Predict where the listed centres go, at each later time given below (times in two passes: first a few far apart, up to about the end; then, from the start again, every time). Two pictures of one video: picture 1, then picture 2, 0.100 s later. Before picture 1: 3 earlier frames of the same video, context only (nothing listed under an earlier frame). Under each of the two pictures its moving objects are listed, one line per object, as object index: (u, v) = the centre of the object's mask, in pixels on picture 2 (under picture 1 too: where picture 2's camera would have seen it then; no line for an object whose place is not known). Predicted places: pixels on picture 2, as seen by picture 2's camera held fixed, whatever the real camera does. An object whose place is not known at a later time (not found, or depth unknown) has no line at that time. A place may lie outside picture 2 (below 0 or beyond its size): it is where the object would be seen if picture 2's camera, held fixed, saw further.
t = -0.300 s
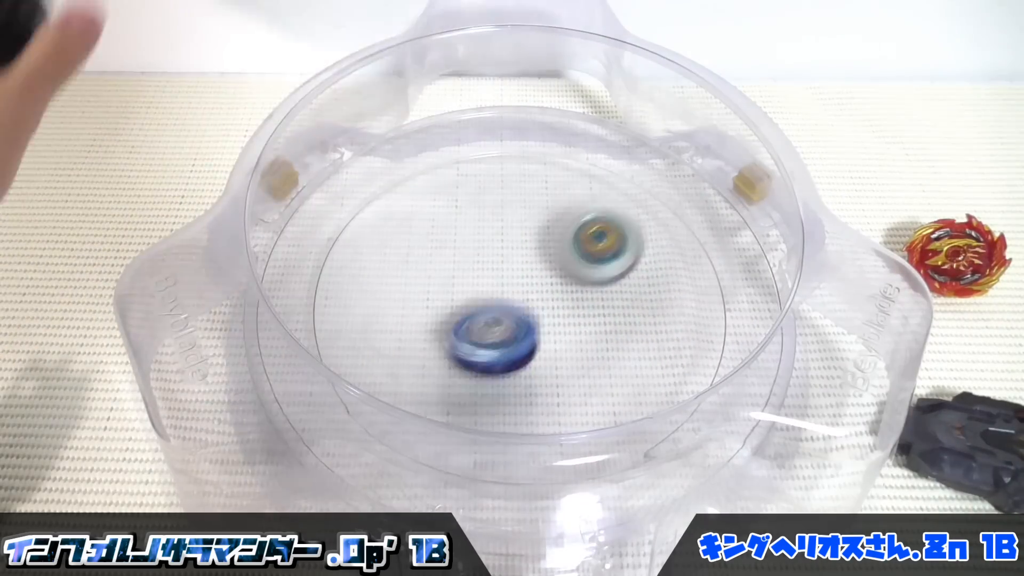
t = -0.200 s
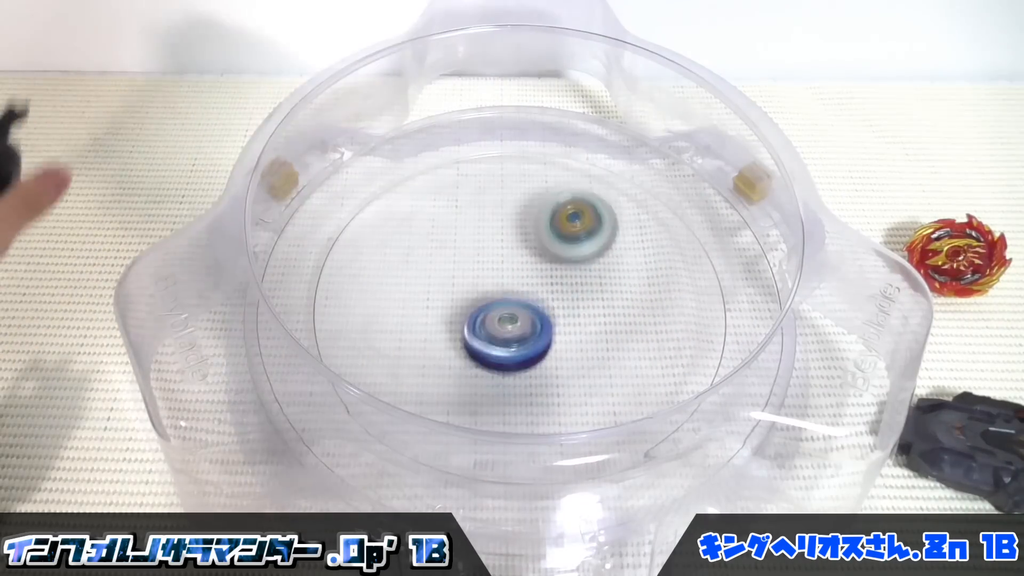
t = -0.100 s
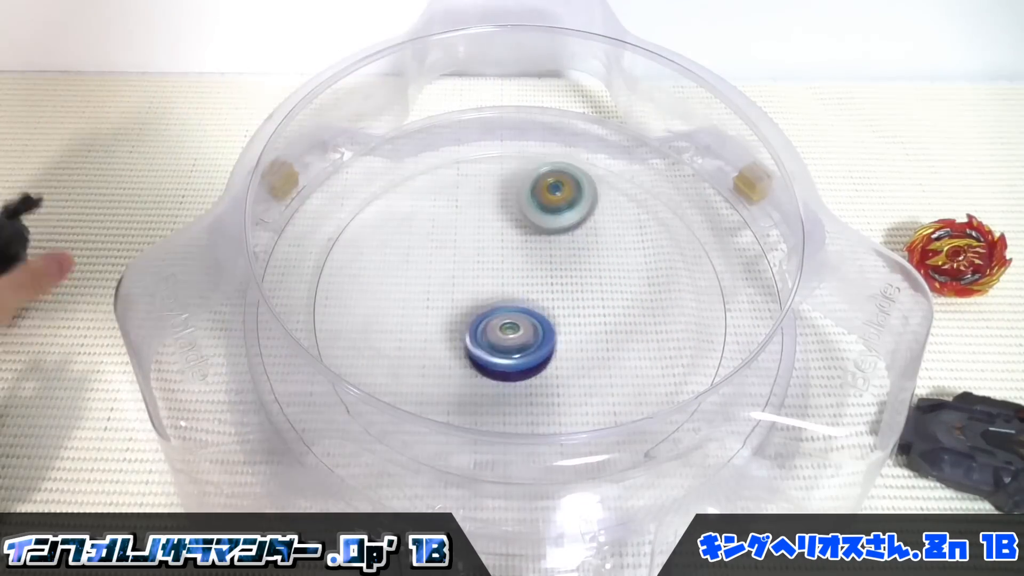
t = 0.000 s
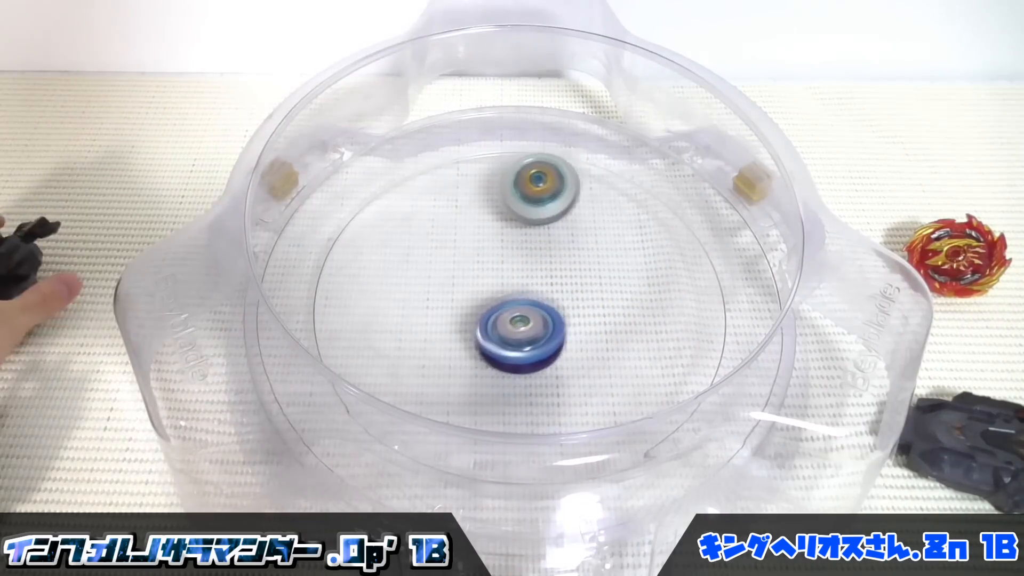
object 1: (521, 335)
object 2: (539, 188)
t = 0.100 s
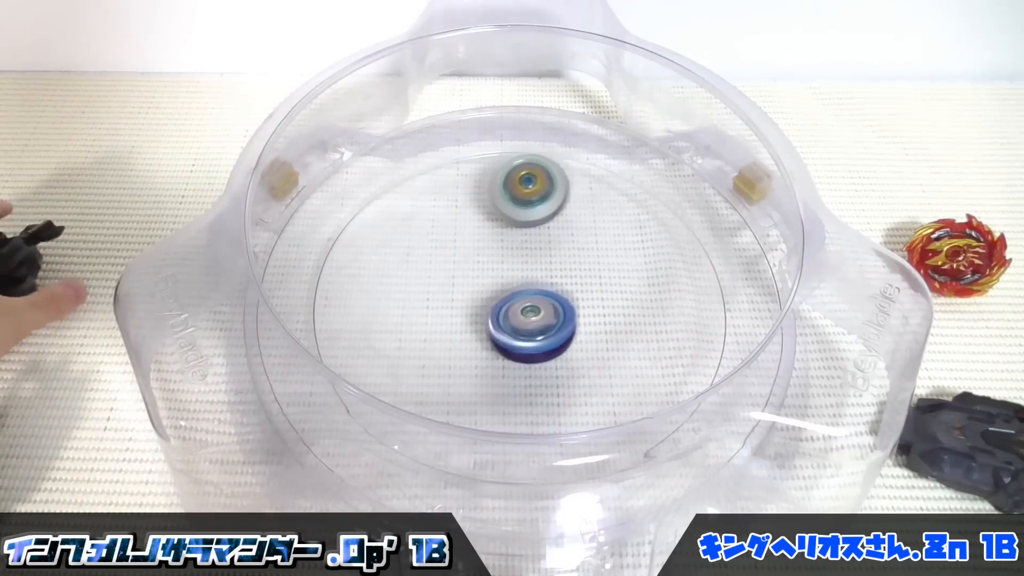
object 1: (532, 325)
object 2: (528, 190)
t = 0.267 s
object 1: (546, 309)
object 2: (512, 202)
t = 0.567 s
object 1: (564, 285)
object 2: (459, 239)
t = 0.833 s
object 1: (559, 272)
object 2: (413, 252)
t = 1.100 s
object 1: (543, 263)
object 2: (416, 248)
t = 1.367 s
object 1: (532, 260)
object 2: (428, 276)
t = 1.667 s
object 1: (514, 265)
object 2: (424, 308)
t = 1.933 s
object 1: (509, 270)
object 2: (430, 330)
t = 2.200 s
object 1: (507, 278)
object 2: (455, 350)
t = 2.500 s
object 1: (507, 291)
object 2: (496, 372)
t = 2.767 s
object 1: (508, 297)
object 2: (529, 379)
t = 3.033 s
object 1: (515, 294)
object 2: (564, 366)
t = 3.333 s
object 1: (521, 286)
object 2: (595, 336)
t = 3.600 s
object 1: (522, 278)
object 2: (614, 308)
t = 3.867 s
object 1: (512, 272)
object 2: (618, 283)
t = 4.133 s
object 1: (504, 270)
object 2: (598, 259)
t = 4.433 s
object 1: (496, 278)
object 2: (573, 232)
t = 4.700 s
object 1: (495, 289)
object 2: (545, 224)
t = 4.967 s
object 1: (500, 302)
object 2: (510, 223)
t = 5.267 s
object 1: (514, 312)
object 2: (473, 239)
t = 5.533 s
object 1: (530, 313)
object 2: (449, 259)
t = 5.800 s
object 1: (543, 306)
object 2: (440, 289)
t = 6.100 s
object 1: (548, 293)
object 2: (447, 320)
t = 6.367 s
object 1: (544, 281)
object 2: (472, 342)
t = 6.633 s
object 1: (533, 274)
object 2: (509, 355)
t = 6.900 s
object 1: (517, 272)
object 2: (547, 351)
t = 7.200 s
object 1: (501, 277)
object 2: (581, 329)
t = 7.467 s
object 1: (494, 287)
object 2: (596, 300)
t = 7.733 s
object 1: (495, 300)
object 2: (591, 269)
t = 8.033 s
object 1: (508, 309)
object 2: (567, 245)
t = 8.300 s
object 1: (524, 312)
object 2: (533, 230)
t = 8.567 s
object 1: (539, 307)
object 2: (498, 232)
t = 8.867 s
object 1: (550, 298)
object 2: (460, 251)
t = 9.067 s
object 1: (549, 290)
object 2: (445, 274)
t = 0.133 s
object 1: (534, 323)
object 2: (526, 191)
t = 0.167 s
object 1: (537, 320)
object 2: (523, 193)
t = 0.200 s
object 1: (540, 316)
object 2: (520, 196)
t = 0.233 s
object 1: (543, 313)
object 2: (517, 199)
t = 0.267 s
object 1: (546, 309)
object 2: (512, 202)
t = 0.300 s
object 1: (549, 307)
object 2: (507, 206)
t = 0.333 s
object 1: (552, 303)
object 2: (503, 210)
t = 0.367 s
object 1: (555, 301)
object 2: (497, 214)
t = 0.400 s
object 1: (557, 298)
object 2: (491, 219)
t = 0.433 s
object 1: (560, 295)
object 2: (485, 223)
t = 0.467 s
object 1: (562, 293)
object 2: (479, 227)
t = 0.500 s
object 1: (563, 290)
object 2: (473, 231)
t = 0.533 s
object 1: (564, 288)
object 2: (466, 235)
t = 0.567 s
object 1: (564, 285)
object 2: (459, 239)
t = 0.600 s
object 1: (564, 283)
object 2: (452, 242)
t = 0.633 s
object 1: (564, 281)
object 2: (446, 245)
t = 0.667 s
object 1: (564, 279)
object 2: (439, 247)
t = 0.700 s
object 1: (563, 277)
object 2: (432, 249)
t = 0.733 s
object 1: (562, 276)
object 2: (426, 250)
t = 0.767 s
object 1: (561, 274)
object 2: (421, 251)
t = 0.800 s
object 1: (560, 273)
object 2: (416, 252)
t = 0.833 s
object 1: (559, 272)
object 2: (413, 252)
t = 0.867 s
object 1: (557, 270)
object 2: (410, 251)
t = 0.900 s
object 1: (556, 269)
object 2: (408, 251)
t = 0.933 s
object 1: (554, 267)
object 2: (407, 250)
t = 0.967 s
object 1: (552, 266)
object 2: (408, 250)
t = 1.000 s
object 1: (549, 265)
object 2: (409, 249)
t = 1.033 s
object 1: (547, 264)
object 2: (411, 248)
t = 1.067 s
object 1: (545, 263)
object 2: (414, 249)
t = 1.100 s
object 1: (543, 263)
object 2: (416, 248)
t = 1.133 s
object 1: (540, 262)
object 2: (419, 249)
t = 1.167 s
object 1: (538, 262)
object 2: (422, 251)
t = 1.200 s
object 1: (536, 261)
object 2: (424, 253)
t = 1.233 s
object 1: (534, 261)
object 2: (426, 256)
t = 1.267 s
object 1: (532, 261)
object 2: (429, 261)
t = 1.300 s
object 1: (532, 261)
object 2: (430, 265)
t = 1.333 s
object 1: (532, 260)
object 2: (429, 271)
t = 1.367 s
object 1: (532, 260)
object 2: (428, 276)
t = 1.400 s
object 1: (530, 260)
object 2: (427, 281)
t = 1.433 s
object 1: (529, 260)
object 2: (426, 285)
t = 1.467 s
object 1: (527, 261)
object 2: (426, 290)
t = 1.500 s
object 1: (525, 262)
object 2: (425, 293)
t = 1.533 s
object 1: (522, 262)
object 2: (425, 297)
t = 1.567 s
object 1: (520, 263)
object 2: (425, 300)
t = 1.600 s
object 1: (518, 264)
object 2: (425, 303)
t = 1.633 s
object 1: (515, 265)
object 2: (425, 305)
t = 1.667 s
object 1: (514, 265)
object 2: (424, 308)
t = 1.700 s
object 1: (513, 266)
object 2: (424, 311)
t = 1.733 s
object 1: (512, 267)
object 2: (424, 313)
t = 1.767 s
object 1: (510, 268)
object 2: (425, 315)
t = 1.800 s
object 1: (509, 269)
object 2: (426, 318)
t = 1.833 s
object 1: (508, 270)
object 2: (427, 320)
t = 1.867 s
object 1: (509, 270)
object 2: (427, 323)
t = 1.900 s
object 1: (509, 269)
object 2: (428, 326)
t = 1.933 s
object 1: (509, 270)
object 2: (430, 330)
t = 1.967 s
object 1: (508, 270)
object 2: (432, 330)
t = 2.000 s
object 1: (508, 271)
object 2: (434, 333)
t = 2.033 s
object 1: (507, 273)
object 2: (437, 334)
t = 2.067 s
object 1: (507, 274)
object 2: (441, 336)
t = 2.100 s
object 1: (507, 275)
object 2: (445, 337)
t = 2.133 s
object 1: (507, 275)
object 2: (448, 342)
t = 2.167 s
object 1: (507, 276)
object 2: (452, 348)
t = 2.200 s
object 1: (507, 278)
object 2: (455, 350)
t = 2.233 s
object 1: (507, 280)
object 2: (459, 353)
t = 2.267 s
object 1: (507, 282)
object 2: (462, 356)
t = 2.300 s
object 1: (507, 284)
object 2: (468, 358)
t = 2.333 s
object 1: (507, 285)
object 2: (472, 360)
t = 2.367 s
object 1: (507, 287)
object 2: (477, 363)
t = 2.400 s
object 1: (507, 288)
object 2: (483, 367)
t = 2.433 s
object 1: (506, 289)
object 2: (487, 369)
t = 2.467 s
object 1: (506, 290)
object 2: (493, 372)
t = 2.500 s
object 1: (507, 291)
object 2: (496, 372)
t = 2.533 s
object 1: (507, 293)
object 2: (500, 374)
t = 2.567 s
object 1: (507, 294)
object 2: (504, 375)
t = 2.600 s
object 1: (507, 295)
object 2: (507, 376)
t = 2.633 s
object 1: (507, 296)
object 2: (512, 377)
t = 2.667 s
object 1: (508, 296)
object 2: (515, 377)
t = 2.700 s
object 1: (507, 296)
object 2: (520, 379)
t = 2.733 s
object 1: (508, 297)
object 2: (525, 380)
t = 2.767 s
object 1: (508, 297)
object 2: (529, 379)
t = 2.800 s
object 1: (509, 297)
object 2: (532, 378)
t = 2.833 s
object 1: (510, 297)
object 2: (536, 377)
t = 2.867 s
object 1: (511, 297)
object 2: (540, 376)
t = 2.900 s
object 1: (513, 298)
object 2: (543, 374)
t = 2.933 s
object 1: (513, 297)
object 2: (548, 372)
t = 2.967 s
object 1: (513, 296)
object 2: (554, 371)
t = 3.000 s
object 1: (514, 295)
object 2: (558, 369)
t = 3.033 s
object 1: (515, 294)
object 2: (564, 366)
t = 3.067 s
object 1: (516, 294)
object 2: (567, 364)
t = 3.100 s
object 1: (517, 293)
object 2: (570, 362)
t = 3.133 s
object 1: (519, 293)
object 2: (573, 358)
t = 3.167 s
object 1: (519, 291)
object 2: (578, 355)
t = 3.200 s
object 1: (519, 290)
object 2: (582, 351)
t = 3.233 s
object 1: (519, 289)
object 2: (585, 349)
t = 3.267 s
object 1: (520, 288)
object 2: (589, 345)
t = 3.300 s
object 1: (521, 287)
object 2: (592, 341)
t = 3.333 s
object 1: (521, 286)
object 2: (595, 336)
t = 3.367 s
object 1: (522, 285)
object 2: (598, 334)
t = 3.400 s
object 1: (523, 284)
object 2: (600, 329)
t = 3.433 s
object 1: (523, 283)
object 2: (603, 326)
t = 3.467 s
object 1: (522, 282)
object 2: (606, 322)
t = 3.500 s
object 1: (522, 281)
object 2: (609, 319)
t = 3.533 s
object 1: (522, 280)
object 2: (611, 314)
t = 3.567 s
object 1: (522, 279)
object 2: (613, 311)
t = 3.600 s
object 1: (522, 278)
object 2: (614, 308)
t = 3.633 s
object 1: (522, 277)
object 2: (614, 304)
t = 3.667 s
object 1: (522, 277)
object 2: (617, 302)
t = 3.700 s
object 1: (522, 276)
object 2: (613, 297)
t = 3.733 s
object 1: (521, 275)
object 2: (615, 296)
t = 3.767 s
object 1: (516, 274)
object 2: (616, 292)
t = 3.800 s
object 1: (514, 273)
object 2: (618, 290)
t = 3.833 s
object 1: (513, 273)
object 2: (618, 286)
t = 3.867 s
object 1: (512, 272)
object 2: (618, 283)
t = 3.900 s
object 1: (511, 271)
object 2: (617, 280)
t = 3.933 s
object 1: (510, 271)
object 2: (615, 277)
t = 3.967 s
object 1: (509, 271)
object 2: (614, 275)
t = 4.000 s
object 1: (508, 270)
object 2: (612, 272)
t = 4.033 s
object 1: (507, 270)
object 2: (608, 269)
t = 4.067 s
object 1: (506, 270)
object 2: (605, 265)
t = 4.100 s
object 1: (505, 270)
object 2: (603, 262)
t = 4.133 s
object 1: (504, 270)
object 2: (598, 259)
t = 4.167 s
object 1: (503, 270)
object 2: (597, 256)
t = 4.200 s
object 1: (501, 271)
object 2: (593, 250)
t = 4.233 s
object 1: (501, 272)
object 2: (591, 247)
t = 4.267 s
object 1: (500, 273)
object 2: (588, 243)
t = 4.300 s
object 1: (499, 274)
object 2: (586, 241)
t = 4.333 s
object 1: (498, 274)
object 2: (581, 237)
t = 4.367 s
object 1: (498, 276)
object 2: (577, 235)
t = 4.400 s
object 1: (497, 277)
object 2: (575, 233)
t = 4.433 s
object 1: (496, 278)
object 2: (573, 232)
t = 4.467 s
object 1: (496, 279)
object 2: (570, 230)
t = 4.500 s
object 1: (495, 281)
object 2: (567, 229)
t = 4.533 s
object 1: (495, 282)
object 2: (563, 227)
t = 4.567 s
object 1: (495, 283)
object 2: (559, 227)
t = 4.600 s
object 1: (495, 285)
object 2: (556, 226)
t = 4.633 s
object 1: (495, 286)
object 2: (553, 225)
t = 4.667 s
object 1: (495, 288)
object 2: (549, 224)
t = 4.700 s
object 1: (495, 289)
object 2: (545, 224)
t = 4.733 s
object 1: (496, 291)
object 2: (540, 223)
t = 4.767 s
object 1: (496, 293)
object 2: (536, 222)
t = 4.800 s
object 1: (496, 294)
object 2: (531, 222)
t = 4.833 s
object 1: (497, 296)
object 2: (527, 221)
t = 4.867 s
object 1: (498, 297)
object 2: (523, 221)
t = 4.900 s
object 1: (499, 299)
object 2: (519, 221)
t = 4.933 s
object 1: (499, 301)
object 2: (515, 222)
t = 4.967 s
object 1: (500, 302)
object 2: (510, 223)
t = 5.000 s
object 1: (501, 304)
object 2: (506, 224)
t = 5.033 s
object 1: (503, 306)
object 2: (502, 226)
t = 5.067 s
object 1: (504, 306)
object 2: (498, 227)
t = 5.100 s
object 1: (506, 308)
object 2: (494, 229)
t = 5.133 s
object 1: (507, 309)
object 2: (489, 231)
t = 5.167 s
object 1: (509, 310)
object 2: (485, 232)
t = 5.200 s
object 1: (510, 311)
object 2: (481, 234)
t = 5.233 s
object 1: (512, 312)
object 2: (477, 237)
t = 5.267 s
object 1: (514, 312)
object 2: (473, 239)
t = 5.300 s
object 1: (515, 313)
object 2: (469, 241)
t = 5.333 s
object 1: (518, 313)
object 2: (466, 242)
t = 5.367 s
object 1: (520, 314)
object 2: (462, 245)
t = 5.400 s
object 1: (522, 314)
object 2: (459, 247)
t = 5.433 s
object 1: (524, 314)
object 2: (456, 250)
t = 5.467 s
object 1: (526, 314)
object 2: (453, 253)
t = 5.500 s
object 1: (528, 314)
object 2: (451, 256)
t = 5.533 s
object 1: (530, 313)
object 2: (449, 259)
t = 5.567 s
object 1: (532, 313)
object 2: (447, 264)
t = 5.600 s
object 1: (534, 312)
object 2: (446, 267)
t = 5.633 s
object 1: (536, 311)
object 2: (444, 271)
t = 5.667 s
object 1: (537, 310)
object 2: (443, 275)
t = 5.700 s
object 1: (539, 309)
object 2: (442, 279)
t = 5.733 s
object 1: (540, 309)
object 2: (441, 282)
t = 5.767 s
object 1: (542, 307)
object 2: (441, 286)
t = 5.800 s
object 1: (543, 306)
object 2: (440, 289)
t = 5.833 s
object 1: (544, 305)
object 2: (440, 292)
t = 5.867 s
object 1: (545, 303)
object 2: (440, 296)
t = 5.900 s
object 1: (546, 302)
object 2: (441, 300)
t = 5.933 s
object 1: (547, 300)
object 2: (441, 303)
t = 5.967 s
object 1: (548, 299)
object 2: (442, 307)
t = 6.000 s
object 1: (548, 297)
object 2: (443, 310)
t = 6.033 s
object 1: (549, 296)
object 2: (444, 313)
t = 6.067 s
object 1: (549, 294)
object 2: (446, 317)
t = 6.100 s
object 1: (548, 293)
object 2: (447, 320)
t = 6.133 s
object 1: (548, 292)
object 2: (450, 324)
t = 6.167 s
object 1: (548, 290)
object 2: (453, 327)
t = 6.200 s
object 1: (547, 289)
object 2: (455, 329)
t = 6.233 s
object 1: (547, 288)
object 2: (458, 331)
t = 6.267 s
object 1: (546, 286)
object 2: (461, 333)
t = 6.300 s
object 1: (546, 284)
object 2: (464, 336)
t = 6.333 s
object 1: (545, 282)
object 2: (468, 339)
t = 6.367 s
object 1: (544, 281)
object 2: (472, 342)
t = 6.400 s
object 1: (543, 280)
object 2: (476, 345)
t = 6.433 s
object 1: (542, 278)
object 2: (480, 347)
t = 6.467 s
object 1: (541, 277)
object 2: (487, 351)
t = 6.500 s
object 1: (540, 276)
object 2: (491, 351)
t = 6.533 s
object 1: (538, 276)
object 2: (496, 352)
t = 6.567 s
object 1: (536, 275)
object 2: (500, 352)
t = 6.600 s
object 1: (535, 274)
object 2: (504, 354)
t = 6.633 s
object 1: (533, 274)
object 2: (509, 355)
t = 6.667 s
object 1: (531, 273)
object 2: (513, 355)
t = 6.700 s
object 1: (529, 273)
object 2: (519, 355)
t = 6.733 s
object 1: (528, 272)
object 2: (523, 355)
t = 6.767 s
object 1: (526, 272)
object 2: (529, 355)
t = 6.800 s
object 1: (524, 272)
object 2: (534, 354)
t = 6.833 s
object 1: (521, 272)
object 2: (538, 353)
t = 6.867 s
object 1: (519, 272)
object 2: (543, 353)
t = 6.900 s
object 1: (517, 272)
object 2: (547, 351)
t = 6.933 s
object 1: (515, 272)
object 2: (552, 350)
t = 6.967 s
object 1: (513, 272)
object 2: (555, 348)
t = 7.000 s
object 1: (511, 272)
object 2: (560, 347)
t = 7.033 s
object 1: (509, 273)
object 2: (564, 344)
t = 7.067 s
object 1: (508, 273)
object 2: (567, 342)
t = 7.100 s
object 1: (506, 274)
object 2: (571, 339)
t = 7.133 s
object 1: (504, 275)
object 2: (575, 336)
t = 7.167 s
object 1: (503, 276)
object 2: (578, 333)
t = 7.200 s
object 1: (501, 277)
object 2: (581, 329)
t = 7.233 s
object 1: (500, 278)
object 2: (583, 326)
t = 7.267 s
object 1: (498, 279)
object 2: (585, 321)
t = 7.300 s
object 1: (497, 280)
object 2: (590, 319)
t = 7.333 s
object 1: (496, 281)
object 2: (590, 314)
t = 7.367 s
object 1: (495, 283)
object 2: (593, 311)
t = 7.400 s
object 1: (495, 284)
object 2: (593, 306)
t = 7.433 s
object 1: (494, 286)
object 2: (594, 303)
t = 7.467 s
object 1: (494, 287)
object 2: (596, 300)
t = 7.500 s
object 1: (494, 289)
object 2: (596, 297)
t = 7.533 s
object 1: (493, 290)
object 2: (596, 292)
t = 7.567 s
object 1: (493, 292)
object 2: (594, 288)
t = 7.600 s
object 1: (494, 294)
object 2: (595, 285)
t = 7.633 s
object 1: (494, 295)
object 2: (594, 281)
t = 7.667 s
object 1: (494, 297)
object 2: (594, 276)
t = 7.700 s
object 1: (495, 298)
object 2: (593, 273)
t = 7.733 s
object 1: (495, 300)
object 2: (591, 269)
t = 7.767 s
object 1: (497, 301)
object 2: (590, 266)
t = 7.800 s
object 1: (498, 302)
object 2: (588, 263)
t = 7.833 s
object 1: (499, 304)
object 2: (586, 259)
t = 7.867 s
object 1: (500, 305)
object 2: (583, 257)
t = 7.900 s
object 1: (502, 306)
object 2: (580, 254)
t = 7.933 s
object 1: (503, 307)
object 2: (578, 252)
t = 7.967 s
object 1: (505, 308)
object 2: (576, 250)
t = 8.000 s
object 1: (507, 308)
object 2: (571, 247)
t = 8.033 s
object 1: (508, 309)
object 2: (567, 245)
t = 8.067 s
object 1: (510, 310)
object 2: (564, 242)
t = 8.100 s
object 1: (513, 310)
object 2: (562, 241)
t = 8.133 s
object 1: (514, 311)
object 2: (556, 237)
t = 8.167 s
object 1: (517, 311)
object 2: (553, 236)
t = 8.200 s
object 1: (519, 312)
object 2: (547, 234)
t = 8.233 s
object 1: (520, 312)
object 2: (542, 233)
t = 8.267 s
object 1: (523, 312)
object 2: (538, 231)
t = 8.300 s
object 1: (524, 312)
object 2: (533, 230)
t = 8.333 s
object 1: (526, 312)
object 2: (529, 229)
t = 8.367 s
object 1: (528, 311)
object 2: (524, 229)
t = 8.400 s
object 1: (530, 310)
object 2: (520, 229)
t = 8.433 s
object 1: (532, 310)
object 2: (516, 229)
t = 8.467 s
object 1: (533, 309)
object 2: (511, 230)
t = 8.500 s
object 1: (536, 309)
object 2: (507, 230)
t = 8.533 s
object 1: (537, 308)
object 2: (502, 230)
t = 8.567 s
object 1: (539, 307)
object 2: (498, 232)
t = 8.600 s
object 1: (540, 306)
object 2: (493, 233)
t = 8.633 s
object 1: (541, 305)
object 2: (489, 235)
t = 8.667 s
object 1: (542, 304)
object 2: (485, 237)
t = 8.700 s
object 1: (544, 303)
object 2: (481, 239)
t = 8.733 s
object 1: (546, 302)
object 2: (476, 242)
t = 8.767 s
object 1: (547, 301)
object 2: (472, 244)
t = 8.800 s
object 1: (548, 300)
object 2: (468, 246)
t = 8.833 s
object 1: (549, 299)
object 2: (464, 249)
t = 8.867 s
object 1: (550, 298)
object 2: (460, 251)
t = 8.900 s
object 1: (550, 296)
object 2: (457, 255)
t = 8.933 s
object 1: (550, 295)
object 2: (454, 258)
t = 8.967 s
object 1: (550, 294)
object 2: (451, 262)
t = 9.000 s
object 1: (550, 292)
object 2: (449, 266)
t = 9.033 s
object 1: (550, 291)
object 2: (447, 269)
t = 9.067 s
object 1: (549, 290)
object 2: (445, 274)
